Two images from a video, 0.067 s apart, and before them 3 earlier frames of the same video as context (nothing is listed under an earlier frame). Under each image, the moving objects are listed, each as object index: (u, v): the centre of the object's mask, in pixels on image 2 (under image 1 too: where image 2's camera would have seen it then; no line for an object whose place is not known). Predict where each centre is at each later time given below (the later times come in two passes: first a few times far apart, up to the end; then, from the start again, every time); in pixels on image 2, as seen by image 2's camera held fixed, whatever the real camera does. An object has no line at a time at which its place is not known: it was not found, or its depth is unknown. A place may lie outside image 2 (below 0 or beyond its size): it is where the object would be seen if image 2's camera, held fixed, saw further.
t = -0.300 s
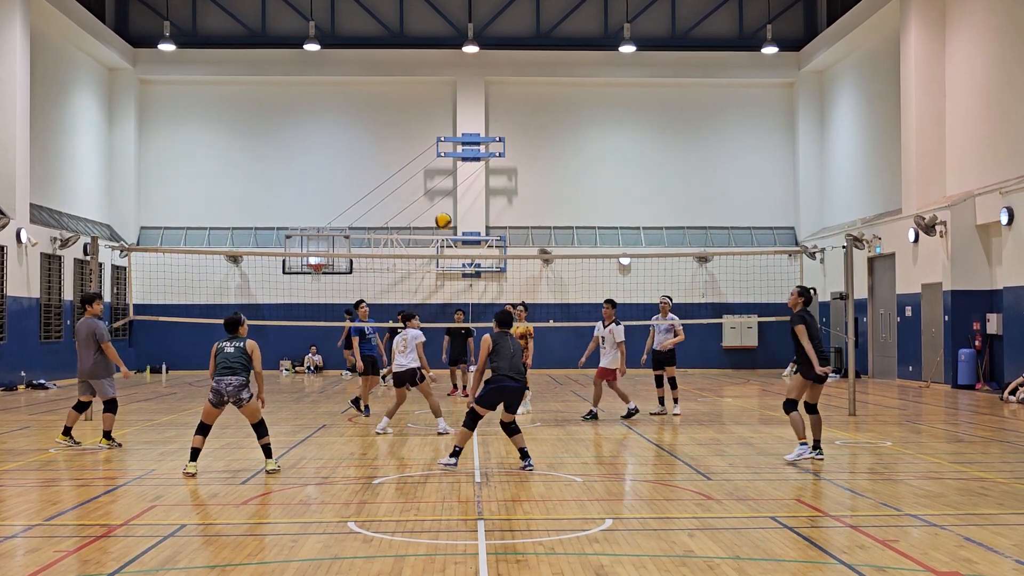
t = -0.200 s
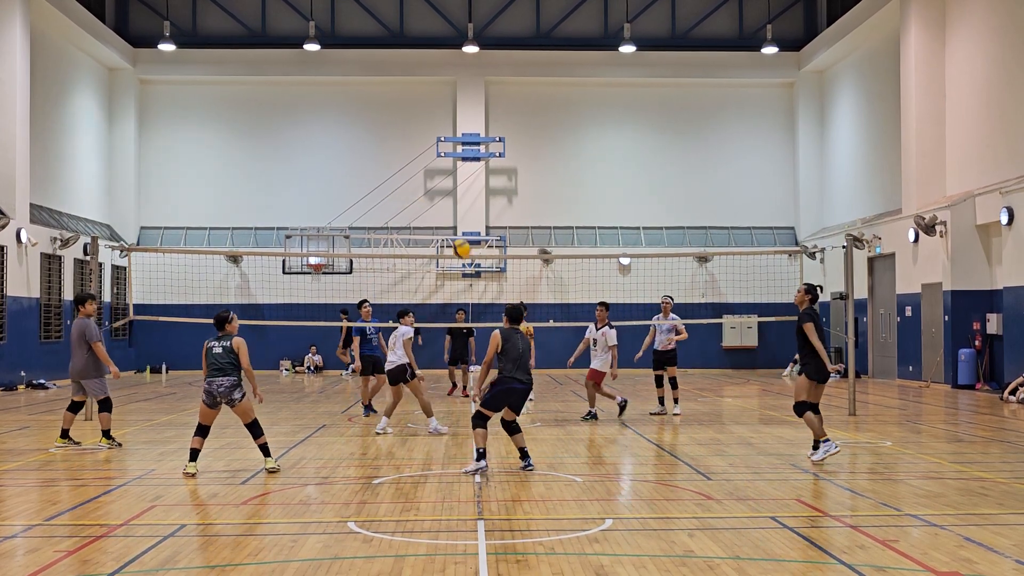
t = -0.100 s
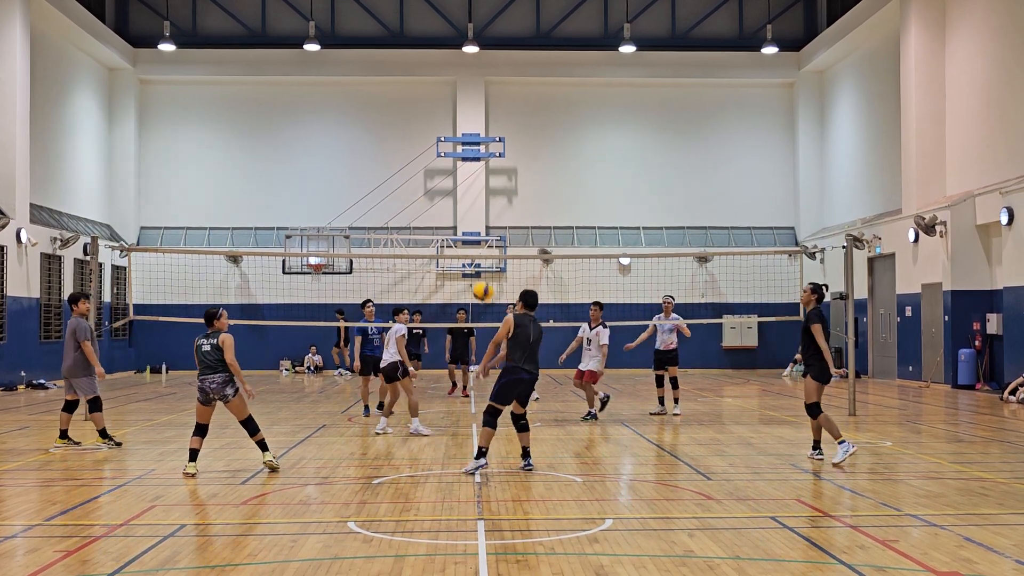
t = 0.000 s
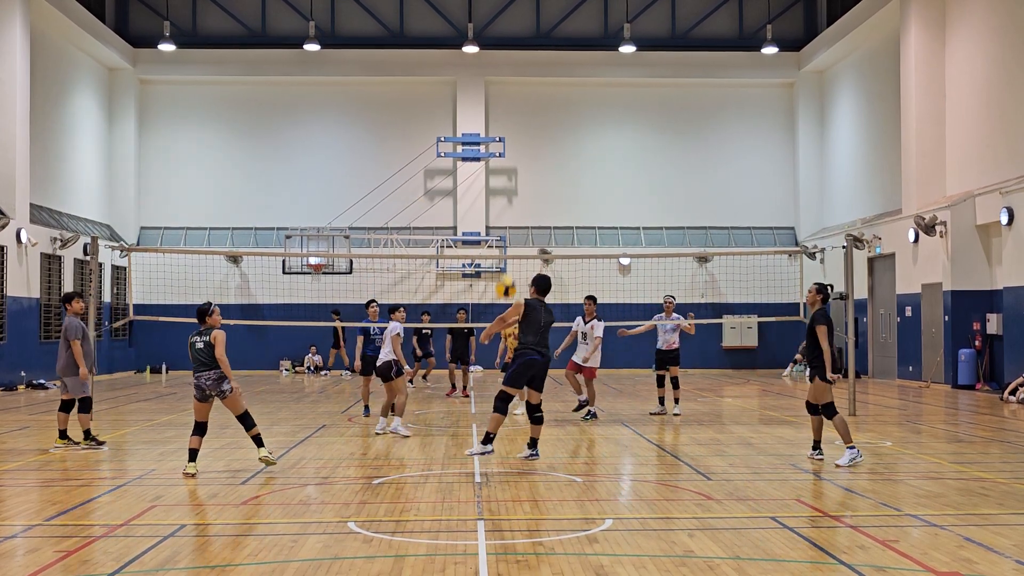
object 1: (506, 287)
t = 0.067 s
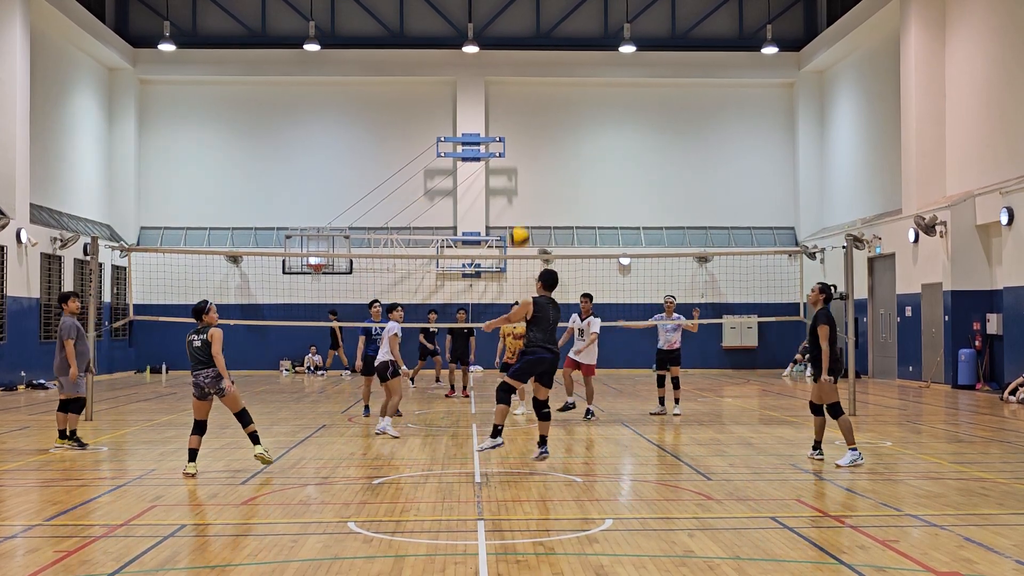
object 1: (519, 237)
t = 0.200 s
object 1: (543, 156)
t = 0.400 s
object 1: (575, 78)
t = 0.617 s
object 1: (605, 42)
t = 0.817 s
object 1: (630, 43)
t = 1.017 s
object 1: (652, 72)
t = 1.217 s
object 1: (671, 123)
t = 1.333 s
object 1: (682, 163)
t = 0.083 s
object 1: (522, 224)
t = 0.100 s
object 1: (525, 214)
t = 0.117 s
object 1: (528, 204)
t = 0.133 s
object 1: (531, 193)
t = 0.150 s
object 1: (534, 183)
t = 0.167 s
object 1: (537, 174)
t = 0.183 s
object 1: (540, 164)
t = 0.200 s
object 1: (543, 156)
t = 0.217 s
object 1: (546, 147)
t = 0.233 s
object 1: (549, 140)
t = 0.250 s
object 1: (551, 132)
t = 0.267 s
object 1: (554, 124)
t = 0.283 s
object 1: (556, 118)
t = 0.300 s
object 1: (559, 111)
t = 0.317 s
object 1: (562, 105)
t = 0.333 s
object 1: (565, 99)
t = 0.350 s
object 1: (568, 93)
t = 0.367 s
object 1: (570, 88)
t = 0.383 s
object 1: (573, 83)
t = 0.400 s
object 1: (575, 78)
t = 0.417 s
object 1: (578, 74)
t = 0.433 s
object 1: (580, 70)
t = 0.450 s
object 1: (583, 66)
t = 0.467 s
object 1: (585, 62)
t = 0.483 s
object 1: (588, 59)
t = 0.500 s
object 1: (590, 56)
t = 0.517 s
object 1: (592, 53)
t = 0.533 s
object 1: (594, 51)
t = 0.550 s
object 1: (597, 49)
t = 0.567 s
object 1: (599, 46)
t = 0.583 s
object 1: (601, 45)
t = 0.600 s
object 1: (603, 43)
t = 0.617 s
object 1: (605, 42)
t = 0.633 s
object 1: (608, 41)
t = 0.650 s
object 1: (610, 40)
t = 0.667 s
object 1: (612, 39)
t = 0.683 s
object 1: (614, 39)
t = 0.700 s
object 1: (616, 39)
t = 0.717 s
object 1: (618, 39)
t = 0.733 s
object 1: (620, 39)
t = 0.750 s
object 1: (622, 39)
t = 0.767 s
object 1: (624, 39)
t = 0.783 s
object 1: (626, 40)
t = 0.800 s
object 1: (628, 41)
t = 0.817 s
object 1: (630, 43)
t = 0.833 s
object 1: (632, 44)
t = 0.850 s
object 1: (634, 46)
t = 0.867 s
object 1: (636, 47)
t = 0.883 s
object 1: (638, 50)
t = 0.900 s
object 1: (640, 52)
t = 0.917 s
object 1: (641, 54)
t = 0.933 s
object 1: (643, 57)
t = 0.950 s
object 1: (645, 59)
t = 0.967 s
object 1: (646, 62)
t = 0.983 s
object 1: (648, 65)
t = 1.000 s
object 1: (650, 69)
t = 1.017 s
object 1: (652, 72)
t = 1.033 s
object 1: (653, 75)
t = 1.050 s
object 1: (655, 79)
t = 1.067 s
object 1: (656, 82)
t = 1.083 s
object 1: (658, 86)
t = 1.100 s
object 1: (660, 90)
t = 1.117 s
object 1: (661, 95)
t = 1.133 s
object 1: (663, 99)
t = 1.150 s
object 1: (665, 104)
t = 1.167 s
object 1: (667, 108)
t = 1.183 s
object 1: (668, 113)
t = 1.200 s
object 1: (670, 118)
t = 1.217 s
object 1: (671, 123)
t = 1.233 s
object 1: (673, 129)
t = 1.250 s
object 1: (675, 134)
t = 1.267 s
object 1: (676, 140)
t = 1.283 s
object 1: (678, 145)
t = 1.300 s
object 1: (679, 151)
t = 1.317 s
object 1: (681, 157)
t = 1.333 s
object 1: (682, 163)
